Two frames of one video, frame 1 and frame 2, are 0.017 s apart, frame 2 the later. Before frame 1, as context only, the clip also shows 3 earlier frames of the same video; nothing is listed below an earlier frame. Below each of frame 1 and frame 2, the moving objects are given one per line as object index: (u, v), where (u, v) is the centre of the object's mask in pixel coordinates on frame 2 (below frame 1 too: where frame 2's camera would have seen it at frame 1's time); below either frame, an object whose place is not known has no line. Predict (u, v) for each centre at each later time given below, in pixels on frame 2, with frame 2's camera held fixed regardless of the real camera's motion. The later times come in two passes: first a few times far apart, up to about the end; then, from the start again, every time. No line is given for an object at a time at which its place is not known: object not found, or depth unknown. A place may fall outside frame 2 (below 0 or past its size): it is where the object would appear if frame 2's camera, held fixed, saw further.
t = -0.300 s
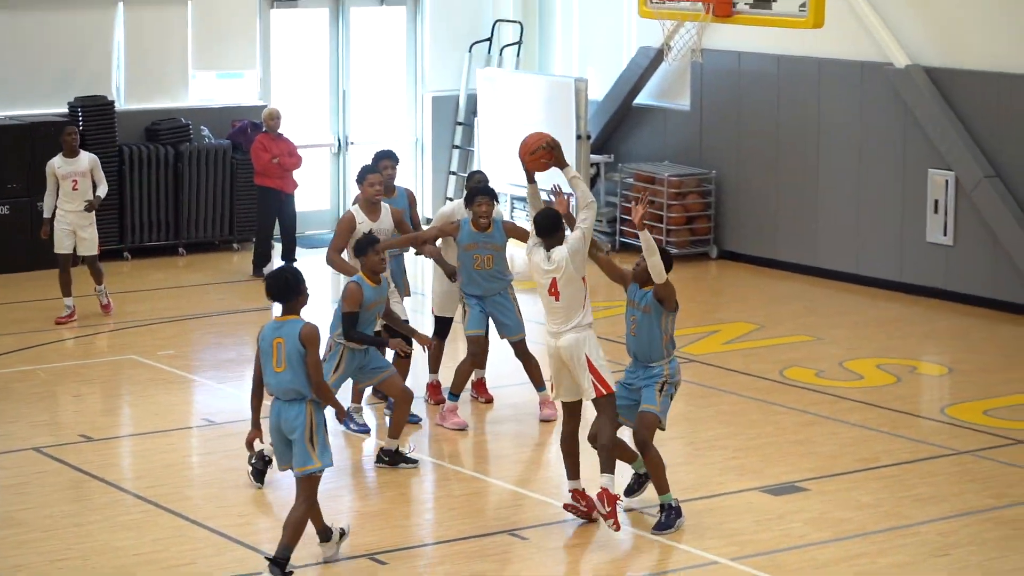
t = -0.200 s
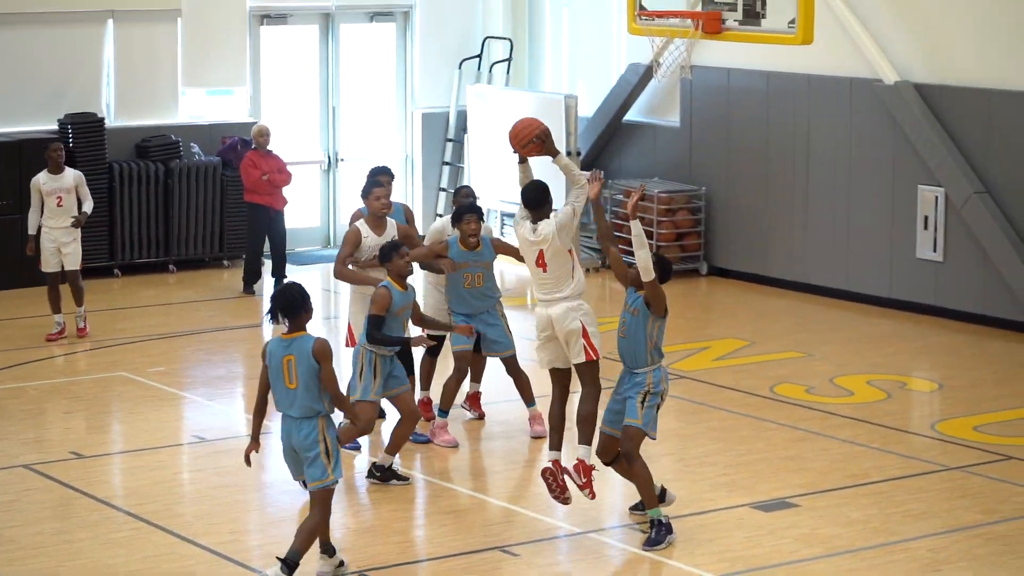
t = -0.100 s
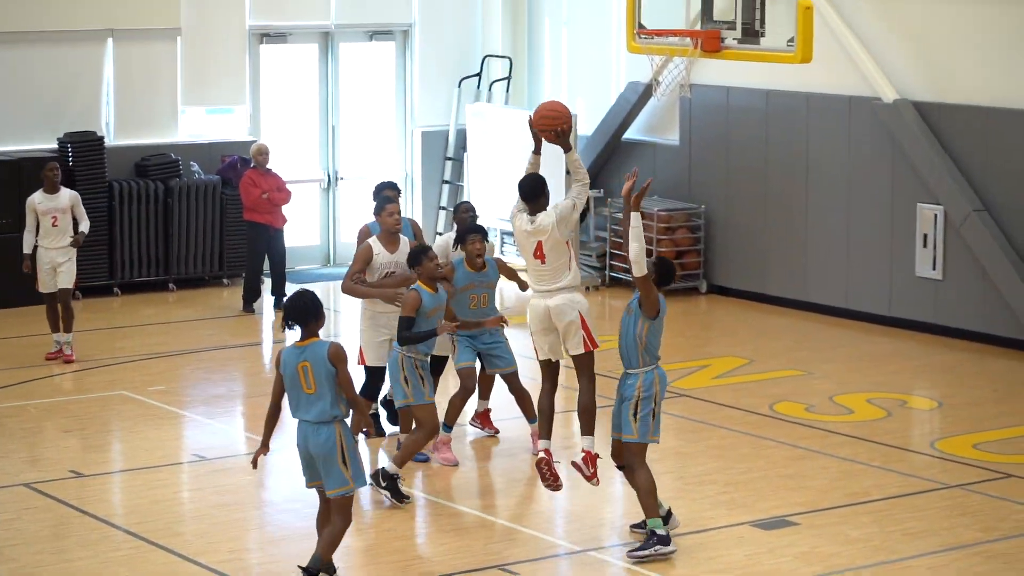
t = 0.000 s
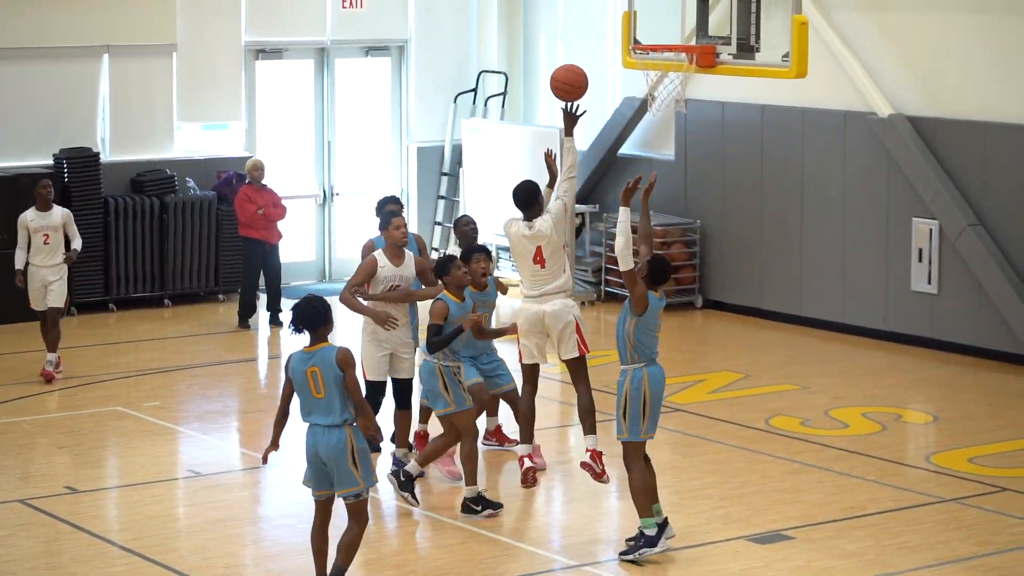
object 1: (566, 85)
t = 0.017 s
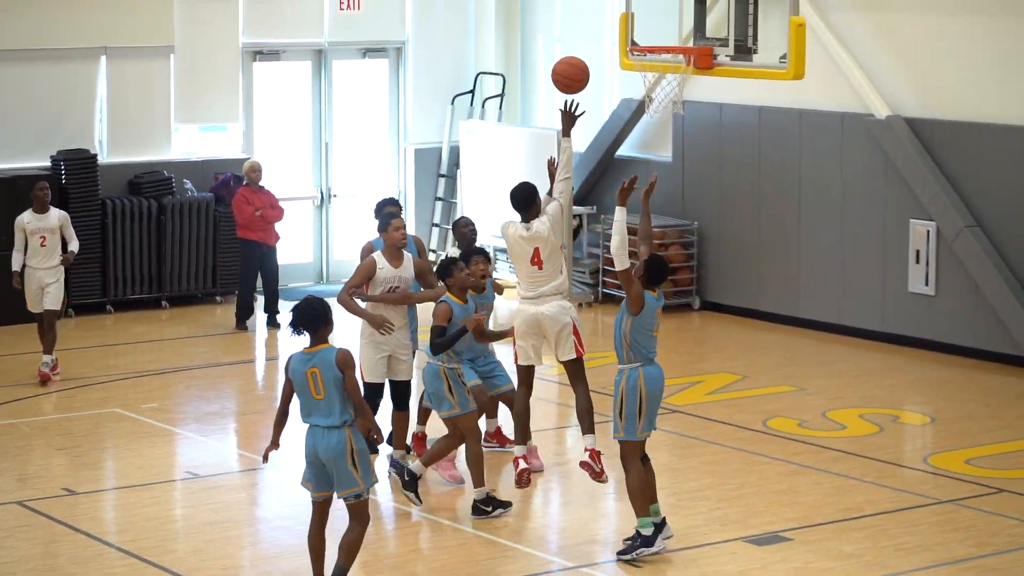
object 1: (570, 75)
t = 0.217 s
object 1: (615, -2)
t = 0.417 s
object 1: (656, -13)
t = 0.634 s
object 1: (686, 25)
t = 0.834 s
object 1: (650, -14)
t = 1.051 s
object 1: (612, 7)
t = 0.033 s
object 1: (574, 66)
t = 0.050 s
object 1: (578, 57)
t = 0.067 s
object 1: (582, 49)
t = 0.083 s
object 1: (586, 41)
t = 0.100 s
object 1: (590, 34)
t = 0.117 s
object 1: (594, 28)
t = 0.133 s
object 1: (597, 22)
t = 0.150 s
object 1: (601, 16)
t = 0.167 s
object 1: (605, 11)
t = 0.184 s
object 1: (609, 6)
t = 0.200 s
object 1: (612, 2)
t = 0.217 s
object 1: (615, -2)
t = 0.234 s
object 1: (619, -5)
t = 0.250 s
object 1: (623, -8)
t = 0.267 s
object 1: (626, -10)
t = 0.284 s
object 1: (630, -12)
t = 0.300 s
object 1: (633, -13)
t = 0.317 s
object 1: (636, -14)
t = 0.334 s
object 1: (639, -15)
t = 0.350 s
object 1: (643, -16)
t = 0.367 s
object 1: (646, -15)
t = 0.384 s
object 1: (649, -15)
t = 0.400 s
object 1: (652, -14)
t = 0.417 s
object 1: (656, -13)
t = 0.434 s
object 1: (658, -11)
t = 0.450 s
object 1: (662, -8)
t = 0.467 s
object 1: (665, -6)
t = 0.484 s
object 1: (668, -3)
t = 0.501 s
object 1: (671, 1)
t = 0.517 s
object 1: (674, 4)
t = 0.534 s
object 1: (677, 9)
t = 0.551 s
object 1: (680, 13)
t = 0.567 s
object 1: (683, 18)
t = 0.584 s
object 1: (686, 23)
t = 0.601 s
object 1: (689, 28)
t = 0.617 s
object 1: (689, 29)
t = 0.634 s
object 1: (686, 25)
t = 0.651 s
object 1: (683, 19)
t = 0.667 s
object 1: (680, 14)
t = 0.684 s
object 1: (677, 9)
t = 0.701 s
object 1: (674, 5)
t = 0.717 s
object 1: (671, 1)
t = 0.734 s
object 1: (668, -2)
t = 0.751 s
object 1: (665, -5)
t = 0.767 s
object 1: (662, -7)
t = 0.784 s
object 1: (659, -10)
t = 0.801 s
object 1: (656, -12)
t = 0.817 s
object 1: (653, -13)
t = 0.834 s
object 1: (650, -14)
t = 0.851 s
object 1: (647, -15)
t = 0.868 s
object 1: (644, -15)
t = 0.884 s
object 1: (641, -15)
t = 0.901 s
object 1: (638, -14)
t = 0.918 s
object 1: (635, -14)
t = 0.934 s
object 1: (632, -12)
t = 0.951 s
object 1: (629, -10)
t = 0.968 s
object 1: (626, -9)
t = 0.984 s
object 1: (623, -6)
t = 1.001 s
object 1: (620, -3)
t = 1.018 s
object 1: (618, 0)
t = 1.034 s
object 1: (615, 3)
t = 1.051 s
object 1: (612, 7)
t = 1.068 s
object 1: (609, 11)
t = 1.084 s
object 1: (606, 16)
